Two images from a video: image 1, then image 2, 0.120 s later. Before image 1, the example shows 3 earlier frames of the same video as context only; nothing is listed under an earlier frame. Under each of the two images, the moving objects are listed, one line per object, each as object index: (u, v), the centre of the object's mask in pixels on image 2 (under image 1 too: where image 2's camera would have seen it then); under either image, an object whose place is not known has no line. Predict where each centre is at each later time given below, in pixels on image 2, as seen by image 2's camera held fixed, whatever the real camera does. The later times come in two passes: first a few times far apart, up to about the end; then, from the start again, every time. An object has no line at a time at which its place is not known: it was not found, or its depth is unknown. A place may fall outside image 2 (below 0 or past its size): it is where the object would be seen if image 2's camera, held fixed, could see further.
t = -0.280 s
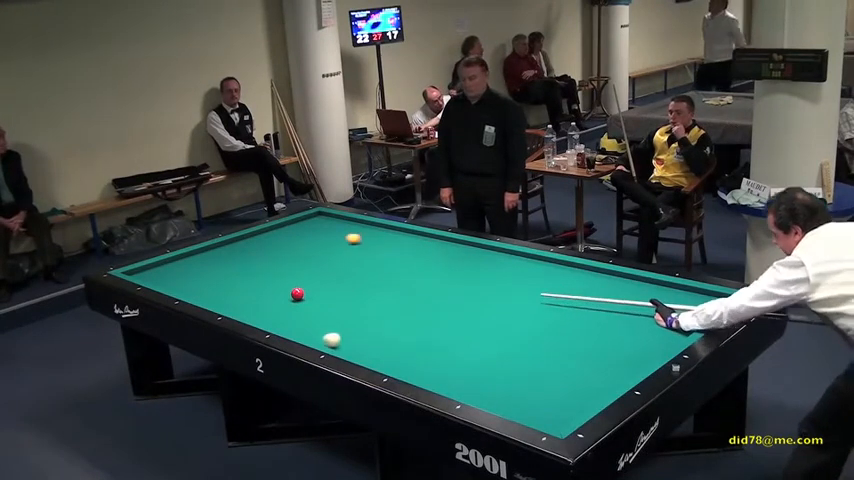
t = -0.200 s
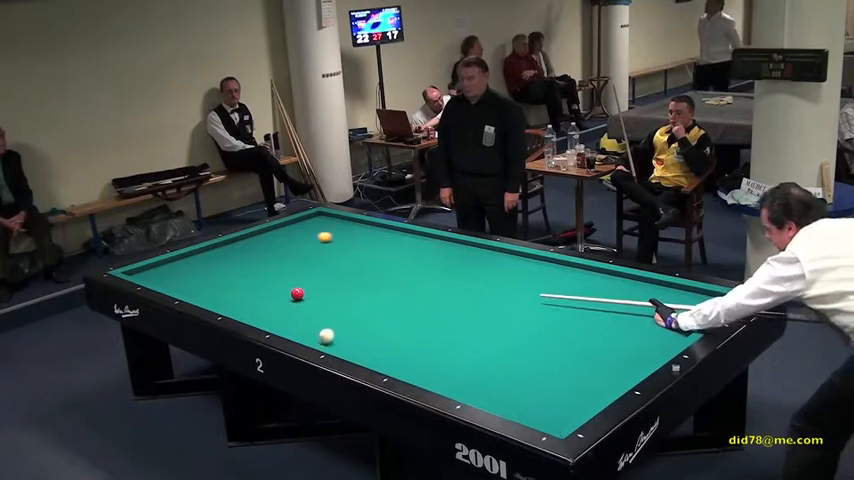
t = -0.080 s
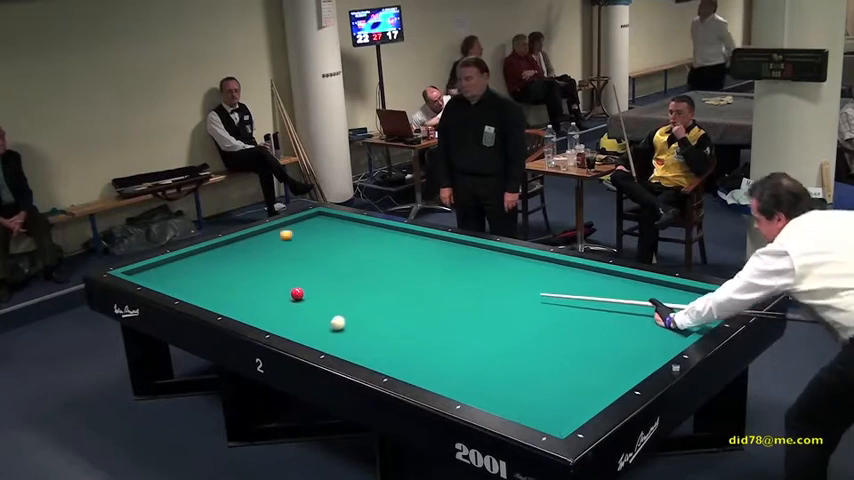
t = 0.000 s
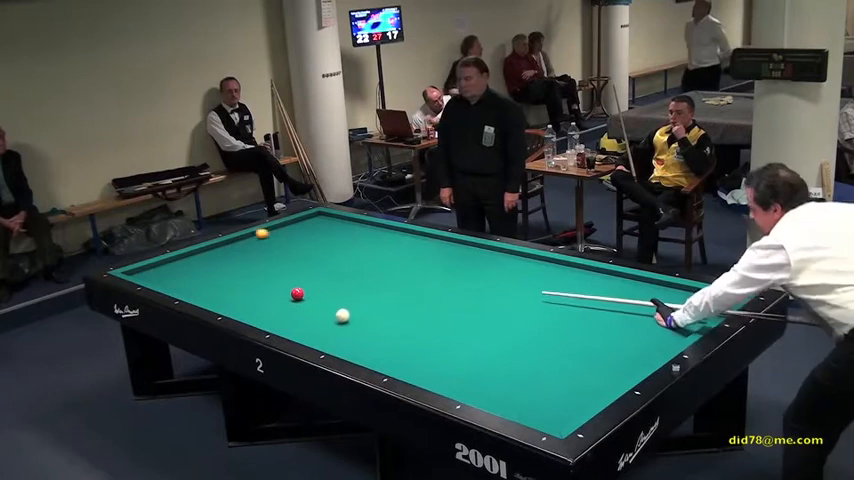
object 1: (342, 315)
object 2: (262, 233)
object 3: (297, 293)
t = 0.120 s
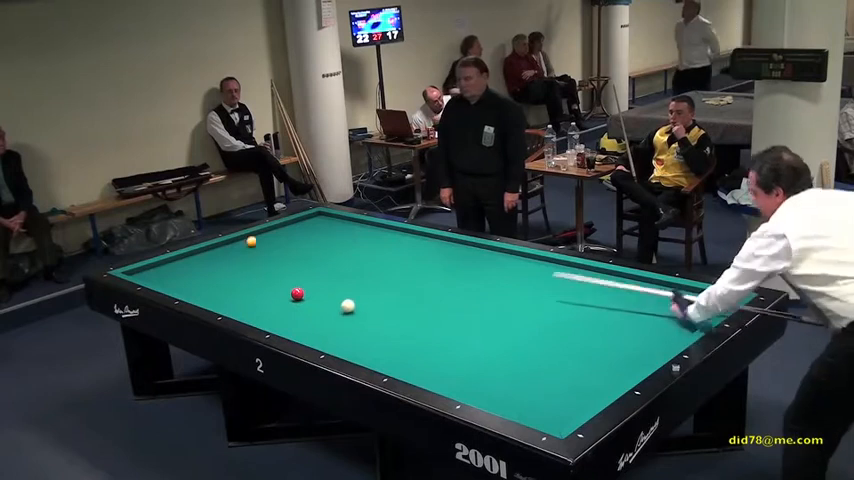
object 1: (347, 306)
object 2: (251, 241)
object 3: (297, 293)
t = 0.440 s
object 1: (361, 282)
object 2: (238, 273)
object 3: (297, 293)
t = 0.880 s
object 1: (376, 255)
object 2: (259, 304)
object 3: (297, 293)
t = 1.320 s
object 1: (389, 234)
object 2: (372, 306)
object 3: (297, 293)
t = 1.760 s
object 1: (366, 230)
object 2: (489, 307)
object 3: (297, 293)
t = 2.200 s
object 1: (332, 234)
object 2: (610, 309)
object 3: (297, 293)
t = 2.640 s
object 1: (299, 238)
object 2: (711, 305)
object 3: (297, 293)
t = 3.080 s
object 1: (268, 242)
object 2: (659, 291)
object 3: (297, 293)
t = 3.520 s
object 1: (239, 245)
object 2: (591, 291)
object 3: (297, 293)
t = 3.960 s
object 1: (210, 248)
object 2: (526, 291)
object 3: (297, 293)
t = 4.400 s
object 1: (195, 253)
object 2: (466, 292)
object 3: (297, 293)
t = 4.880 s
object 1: (186, 259)
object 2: (404, 292)
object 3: (297, 293)
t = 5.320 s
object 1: (178, 264)
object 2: (349, 292)
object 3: (297, 293)
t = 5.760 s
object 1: (171, 268)
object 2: (308, 292)
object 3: (288, 294)
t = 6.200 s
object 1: (165, 273)
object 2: (297, 289)
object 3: (257, 296)
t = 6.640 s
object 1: (159, 276)
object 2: (287, 287)
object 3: (228, 298)
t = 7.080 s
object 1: (155, 279)
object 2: (279, 285)
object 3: (205, 298)
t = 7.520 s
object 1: (153, 280)
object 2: (272, 284)
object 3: (206, 294)
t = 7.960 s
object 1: (156, 280)
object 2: (266, 282)
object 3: (207, 290)
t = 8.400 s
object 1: (158, 280)
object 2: (262, 282)
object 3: (208, 285)
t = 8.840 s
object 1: (158, 280)
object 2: (259, 281)
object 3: (209, 282)
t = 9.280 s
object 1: (158, 280)
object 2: (257, 281)
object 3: (210, 280)
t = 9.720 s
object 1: (158, 280)
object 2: (257, 281)
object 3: (211, 278)
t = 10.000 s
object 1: (159, 280)
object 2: (257, 281)
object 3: (212, 277)
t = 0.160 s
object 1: (349, 303)
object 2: (251, 245)
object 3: (297, 293)
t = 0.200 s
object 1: (351, 299)
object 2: (250, 249)
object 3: (297, 293)
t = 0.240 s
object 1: (353, 296)
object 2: (249, 253)
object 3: (297, 293)
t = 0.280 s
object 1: (354, 294)
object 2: (247, 257)
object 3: (297, 293)
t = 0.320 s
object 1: (356, 291)
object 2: (245, 261)
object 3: (297, 293)
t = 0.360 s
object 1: (358, 288)
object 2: (243, 265)
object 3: (297, 293)
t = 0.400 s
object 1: (359, 285)
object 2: (241, 268)
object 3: (297, 293)
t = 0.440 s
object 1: (361, 282)
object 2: (238, 273)
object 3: (297, 293)
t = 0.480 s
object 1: (362, 280)
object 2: (236, 277)
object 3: (297, 293)
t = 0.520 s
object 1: (364, 277)
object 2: (234, 281)
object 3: (297, 293)
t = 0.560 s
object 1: (366, 274)
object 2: (231, 285)
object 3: (297, 293)
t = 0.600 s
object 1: (367, 272)
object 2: (229, 289)
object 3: (297, 293)
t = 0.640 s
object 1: (368, 270)
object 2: (226, 294)
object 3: (297, 293)
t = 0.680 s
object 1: (369, 267)
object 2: (224, 298)
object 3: (297, 293)
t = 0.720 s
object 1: (371, 265)
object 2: (221, 302)
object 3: (297, 293)
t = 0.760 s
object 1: (372, 262)
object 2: (225, 305)
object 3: (297, 293)
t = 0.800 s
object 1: (374, 260)
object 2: (237, 305)
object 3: (297, 293)
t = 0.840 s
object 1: (375, 258)
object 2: (248, 305)
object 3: (297, 293)
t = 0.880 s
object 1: (376, 255)
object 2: (259, 304)
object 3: (297, 293)
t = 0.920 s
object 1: (377, 253)
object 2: (269, 305)
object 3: (297, 293)
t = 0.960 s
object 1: (379, 251)
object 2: (279, 305)
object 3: (297, 293)
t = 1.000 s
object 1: (379, 249)
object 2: (290, 305)
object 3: (297, 293)
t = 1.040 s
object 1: (381, 247)
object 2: (300, 305)
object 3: (297, 292)
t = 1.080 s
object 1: (382, 245)
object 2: (311, 305)
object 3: (297, 293)
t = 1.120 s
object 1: (383, 243)
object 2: (321, 305)
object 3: (297, 293)
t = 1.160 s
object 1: (384, 241)
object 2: (331, 305)
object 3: (297, 293)
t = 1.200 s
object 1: (385, 239)
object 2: (341, 305)
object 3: (297, 293)
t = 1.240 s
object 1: (386, 237)
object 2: (352, 305)
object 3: (297, 293)
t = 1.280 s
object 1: (387, 235)
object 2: (362, 305)
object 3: (297, 293)
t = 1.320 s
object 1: (389, 234)
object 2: (372, 306)
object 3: (297, 293)
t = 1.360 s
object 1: (389, 232)
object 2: (383, 306)
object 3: (297, 293)
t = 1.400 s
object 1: (390, 230)
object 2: (393, 306)
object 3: (297, 293)
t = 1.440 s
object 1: (391, 228)
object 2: (404, 306)
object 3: (297, 293)
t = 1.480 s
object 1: (389, 228)
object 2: (414, 306)
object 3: (297, 293)
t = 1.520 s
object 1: (385, 228)
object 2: (425, 307)
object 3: (297, 293)
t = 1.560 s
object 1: (382, 229)
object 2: (435, 306)
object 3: (297, 293)
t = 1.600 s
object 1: (378, 229)
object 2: (446, 307)
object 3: (297, 293)
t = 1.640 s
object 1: (375, 230)
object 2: (457, 307)
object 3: (297, 293)
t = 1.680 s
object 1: (372, 230)
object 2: (467, 307)
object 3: (297, 293)
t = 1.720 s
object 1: (369, 230)
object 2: (478, 307)
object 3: (297, 293)
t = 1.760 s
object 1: (366, 230)
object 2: (489, 307)
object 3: (297, 293)
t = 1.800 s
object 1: (363, 231)
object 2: (500, 307)
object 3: (297, 293)
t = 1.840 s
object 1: (359, 231)
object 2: (511, 308)
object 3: (297, 293)
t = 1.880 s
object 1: (357, 232)
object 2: (522, 308)
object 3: (297, 293)
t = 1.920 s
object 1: (353, 232)
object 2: (532, 308)
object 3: (297, 293)
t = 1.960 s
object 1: (350, 232)
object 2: (543, 308)
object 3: (297, 293)
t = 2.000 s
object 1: (347, 233)
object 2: (555, 308)
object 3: (297, 293)
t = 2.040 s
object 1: (344, 233)
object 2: (566, 308)
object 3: (297, 293)
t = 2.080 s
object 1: (341, 233)
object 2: (577, 308)
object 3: (297, 293)
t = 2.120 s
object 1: (338, 234)
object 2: (588, 309)
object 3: (297, 293)
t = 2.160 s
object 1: (335, 234)
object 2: (599, 309)
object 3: (297, 293)
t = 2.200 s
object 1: (332, 234)
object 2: (610, 309)
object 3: (297, 293)
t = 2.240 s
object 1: (329, 235)
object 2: (621, 309)
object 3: (297, 293)
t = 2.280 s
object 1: (326, 235)
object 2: (632, 309)
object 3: (297, 293)
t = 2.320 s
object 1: (323, 235)
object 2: (644, 310)
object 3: (297, 293)
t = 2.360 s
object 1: (320, 236)
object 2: (655, 310)
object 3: (297, 293)
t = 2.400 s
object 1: (317, 236)
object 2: (666, 310)
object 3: (297, 293)
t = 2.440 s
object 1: (314, 236)
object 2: (677, 310)
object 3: (297, 293)
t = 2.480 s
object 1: (311, 237)
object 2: (688, 310)
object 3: (297, 293)
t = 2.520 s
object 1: (308, 237)
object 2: (700, 310)
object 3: (297, 293)
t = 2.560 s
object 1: (305, 237)
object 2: (711, 310)
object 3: (297, 293)
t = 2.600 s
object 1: (302, 238)
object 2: (714, 308)
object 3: (297, 293)
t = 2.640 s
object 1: (299, 238)
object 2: (711, 305)
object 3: (297, 293)
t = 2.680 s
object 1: (296, 238)
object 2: (707, 302)
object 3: (297, 293)
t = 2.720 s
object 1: (293, 239)
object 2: (705, 299)
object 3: (297, 293)
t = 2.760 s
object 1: (290, 239)
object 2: (703, 296)
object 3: (297, 293)
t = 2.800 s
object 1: (288, 239)
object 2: (701, 293)
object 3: (297, 293)
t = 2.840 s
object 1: (285, 240)
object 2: (698, 291)
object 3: (297, 293)
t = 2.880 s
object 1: (282, 240)
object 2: (691, 291)
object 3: (297, 293)
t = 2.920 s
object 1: (279, 240)
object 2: (684, 291)
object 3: (297, 293)
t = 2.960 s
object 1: (276, 241)
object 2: (678, 291)
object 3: (297, 293)
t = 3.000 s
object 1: (274, 241)
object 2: (671, 291)
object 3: (297, 293)
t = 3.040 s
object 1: (271, 241)
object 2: (665, 291)
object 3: (297, 293)
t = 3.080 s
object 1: (268, 242)
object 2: (659, 291)
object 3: (297, 293)
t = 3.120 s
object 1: (265, 242)
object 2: (652, 291)
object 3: (297, 293)
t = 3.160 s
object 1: (263, 242)
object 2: (646, 291)
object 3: (297, 293)
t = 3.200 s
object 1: (260, 242)
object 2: (640, 291)
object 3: (297, 293)
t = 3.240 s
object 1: (257, 243)
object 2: (633, 291)
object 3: (297, 293)
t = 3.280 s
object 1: (254, 243)
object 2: (627, 291)
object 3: (297, 293)
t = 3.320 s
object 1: (252, 243)
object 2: (621, 291)
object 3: (297, 293)
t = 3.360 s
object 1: (249, 244)
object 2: (615, 291)
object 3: (297, 293)
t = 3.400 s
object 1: (246, 244)
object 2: (609, 291)
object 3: (297, 293)
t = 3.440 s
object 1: (244, 244)
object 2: (603, 291)
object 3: (297, 293)
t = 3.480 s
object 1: (241, 245)
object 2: (597, 291)
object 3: (297, 293)
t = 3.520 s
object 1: (239, 245)
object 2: (591, 291)
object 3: (297, 293)
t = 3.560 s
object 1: (236, 245)
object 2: (585, 291)
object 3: (297, 293)
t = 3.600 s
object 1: (233, 246)
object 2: (579, 292)
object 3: (297, 293)
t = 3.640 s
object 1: (231, 246)
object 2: (573, 292)
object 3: (297, 293)
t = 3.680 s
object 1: (228, 246)
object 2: (567, 291)
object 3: (297, 293)
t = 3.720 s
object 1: (225, 246)
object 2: (561, 291)
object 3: (297, 293)
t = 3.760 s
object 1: (223, 247)
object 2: (555, 292)
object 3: (297, 293)
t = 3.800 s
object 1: (220, 247)
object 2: (549, 292)
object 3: (297, 293)
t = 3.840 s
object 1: (218, 247)
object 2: (544, 291)
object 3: (297, 293)
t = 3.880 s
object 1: (215, 248)
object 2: (538, 291)
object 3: (297, 293)
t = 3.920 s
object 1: (213, 248)
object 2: (532, 291)
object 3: (297, 293)
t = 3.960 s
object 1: (210, 248)
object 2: (526, 291)
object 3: (297, 293)
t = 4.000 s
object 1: (208, 248)
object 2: (521, 292)
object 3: (297, 293)
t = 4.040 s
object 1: (205, 249)
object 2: (515, 292)
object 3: (297, 293)
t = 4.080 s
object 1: (202, 249)
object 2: (510, 292)
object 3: (297, 293)
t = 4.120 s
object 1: (201, 249)
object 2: (504, 292)
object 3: (297, 293)
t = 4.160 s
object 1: (200, 250)
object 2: (498, 292)
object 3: (297, 293)
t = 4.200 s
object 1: (199, 250)
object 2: (493, 292)
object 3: (297, 293)
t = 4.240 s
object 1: (198, 251)
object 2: (487, 292)
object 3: (297, 293)
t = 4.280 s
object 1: (198, 251)
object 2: (482, 292)
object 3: (297, 293)
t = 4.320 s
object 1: (197, 252)
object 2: (477, 292)
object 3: (297, 293)
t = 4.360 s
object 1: (196, 252)
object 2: (471, 292)
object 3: (297, 293)
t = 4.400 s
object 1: (195, 253)
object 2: (466, 292)
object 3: (297, 293)
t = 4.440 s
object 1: (194, 253)
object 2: (460, 292)
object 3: (297, 293)
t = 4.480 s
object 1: (194, 254)
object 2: (455, 292)
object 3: (297, 293)
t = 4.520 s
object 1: (193, 254)
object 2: (450, 292)
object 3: (297, 293)
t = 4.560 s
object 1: (192, 255)
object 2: (445, 292)
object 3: (297, 293)
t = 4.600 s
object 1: (191, 255)
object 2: (439, 292)
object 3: (297, 293)
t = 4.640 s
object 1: (191, 256)
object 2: (434, 292)
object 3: (297, 293)
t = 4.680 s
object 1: (190, 256)
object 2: (429, 292)
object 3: (297, 293)
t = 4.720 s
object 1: (189, 257)
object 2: (423, 292)
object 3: (297, 293)
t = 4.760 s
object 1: (188, 257)
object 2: (419, 292)
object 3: (297, 293)
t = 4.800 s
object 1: (187, 257)
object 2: (413, 292)
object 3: (297, 293)
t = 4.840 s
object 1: (187, 258)
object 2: (408, 292)
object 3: (297, 293)
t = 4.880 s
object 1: (186, 259)
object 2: (404, 292)
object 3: (297, 293)
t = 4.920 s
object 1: (185, 259)
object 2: (398, 292)
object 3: (297, 293)
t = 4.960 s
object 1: (184, 260)
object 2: (393, 292)
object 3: (297, 293)
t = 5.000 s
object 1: (184, 260)
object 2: (388, 292)
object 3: (297, 293)
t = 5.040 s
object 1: (183, 261)
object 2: (383, 292)
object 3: (297, 293)
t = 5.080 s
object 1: (182, 261)
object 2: (379, 292)
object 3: (297, 293)
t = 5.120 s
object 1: (182, 262)
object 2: (373, 292)
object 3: (297, 293)
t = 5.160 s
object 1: (181, 262)
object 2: (369, 292)
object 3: (297, 293)
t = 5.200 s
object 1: (180, 263)
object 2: (364, 292)
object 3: (297, 293)
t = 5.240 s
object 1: (179, 263)
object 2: (359, 292)
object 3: (297, 293)
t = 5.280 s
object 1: (179, 263)
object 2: (354, 292)
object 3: (297, 293)
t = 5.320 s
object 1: (178, 264)
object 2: (349, 292)
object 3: (297, 293)
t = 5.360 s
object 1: (178, 264)
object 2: (345, 292)
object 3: (297, 293)
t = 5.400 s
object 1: (177, 265)
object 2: (340, 292)
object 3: (297, 293)
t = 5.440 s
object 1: (176, 265)
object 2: (335, 292)
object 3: (297, 293)
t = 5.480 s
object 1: (175, 266)
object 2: (331, 293)
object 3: (297, 293)
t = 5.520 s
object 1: (175, 266)
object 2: (326, 292)
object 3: (297, 293)
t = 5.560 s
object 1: (174, 267)
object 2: (321, 292)
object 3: (297, 293)
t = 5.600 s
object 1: (173, 267)
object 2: (317, 293)
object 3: (297, 293)
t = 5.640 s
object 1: (173, 267)
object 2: (312, 292)
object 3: (297, 293)
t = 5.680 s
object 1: (172, 268)
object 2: (310, 292)
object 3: (295, 293)
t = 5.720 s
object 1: (172, 268)
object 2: (309, 292)
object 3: (292, 293)
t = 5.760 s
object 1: (171, 268)
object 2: (308, 292)
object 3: (288, 294)
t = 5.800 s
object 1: (170, 269)
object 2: (307, 292)
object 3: (285, 294)
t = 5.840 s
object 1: (170, 269)
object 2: (305, 291)
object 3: (282, 294)
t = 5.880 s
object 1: (169, 270)
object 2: (305, 291)
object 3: (279, 294)
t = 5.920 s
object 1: (168, 270)
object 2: (304, 291)
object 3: (277, 294)
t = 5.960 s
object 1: (168, 270)
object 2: (303, 291)
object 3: (274, 295)
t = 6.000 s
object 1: (167, 271)
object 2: (302, 290)
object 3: (271, 295)
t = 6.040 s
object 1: (167, 271)
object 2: (301, 290)
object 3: (268, 295)
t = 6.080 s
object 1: (166, 272)
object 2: (300, 290)
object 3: (265, 295)
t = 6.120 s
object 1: (166, 272)
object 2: (298, 290)
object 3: (263, 295)
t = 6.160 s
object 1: (165, 272)
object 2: (297, 289)
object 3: (260, 296)
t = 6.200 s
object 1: (165, 273)
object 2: (297, 289)
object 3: (257, 296)
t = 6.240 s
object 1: (164, 273)
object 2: (296, 289)
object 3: (254, 296)
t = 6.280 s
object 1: (163, 273)
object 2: (295, 288)
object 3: (252, 296)
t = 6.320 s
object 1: (163, 274)
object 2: (294, 289)
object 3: (249, 296)
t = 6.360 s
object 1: (162, 274)
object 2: (293, 288)
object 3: (246, 297)
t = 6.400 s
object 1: (162, 274)
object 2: (292, 288)
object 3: (244, 297)
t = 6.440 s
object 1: (161, 275)
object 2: (291, 288)
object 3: (241, 297)
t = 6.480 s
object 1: (161, 275)
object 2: (290, 288)
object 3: (239, 297)
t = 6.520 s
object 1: (160, 275)
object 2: (290, 288)
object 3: (236, 297)
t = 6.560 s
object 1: (160, 276)
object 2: (289, 288)
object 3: (234, 298)
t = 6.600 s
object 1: (160, 276)
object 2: (288, 287)
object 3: (231, 298)
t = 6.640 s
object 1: (159, 276)
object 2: (287, 287)
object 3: (228, 298)
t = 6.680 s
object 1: (159, 277)
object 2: (286, 287)
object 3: (226, 298)
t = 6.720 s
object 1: (158, 277)
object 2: (285, 287)
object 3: (223, 298)
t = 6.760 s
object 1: (158, 278)
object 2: (284, 287)
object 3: (221, 299)
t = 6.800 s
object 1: (157, 278)
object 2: (284, 287)
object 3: (218, 298)
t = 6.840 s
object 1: (157, 278)
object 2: (283, 286)
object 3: (216, 298)
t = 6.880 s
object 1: (157, 278)
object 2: (282, 286)
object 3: (213, 299)
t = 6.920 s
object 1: (156, 278)
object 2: (282, 286)
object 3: (211, 299)
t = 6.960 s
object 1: (156, 279)
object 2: (281, 286)
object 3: (209, 299)
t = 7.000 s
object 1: (155, 279)
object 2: (280, 286)
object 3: (206, 298)
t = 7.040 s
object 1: (155, 279)
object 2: (280, 286)
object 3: (205, 298)
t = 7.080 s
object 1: (155, 279)
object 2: (279, 285)
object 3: (205, 298)
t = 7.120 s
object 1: (154, 279)
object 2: (278, 285)
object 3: (205, 298)
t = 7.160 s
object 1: (154, 280)
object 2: (278, 285)
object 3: (205, 298)
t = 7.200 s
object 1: (154, 280)
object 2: (277, 285)
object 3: (205, 297)
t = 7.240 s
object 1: (153, 280)
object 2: (276, 285)
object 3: (205, 297)
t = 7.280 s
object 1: (153, 280)
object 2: (276, 285)
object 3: (205, 297)
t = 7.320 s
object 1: (153, 280)
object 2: (275, 284)
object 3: (205, 296)
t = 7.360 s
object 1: (152, 280)
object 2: (274, 284)
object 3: (206, 296)
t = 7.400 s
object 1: (152, 280)
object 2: (274, 284)
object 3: (206, 295)
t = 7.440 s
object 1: (152, 280)
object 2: (273, 284)
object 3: (205, 295)
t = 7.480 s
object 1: (153, 280)
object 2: (272, 284)
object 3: (206, 294)
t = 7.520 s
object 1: (153, 280)
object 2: (272, 284)
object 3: (206, 294)
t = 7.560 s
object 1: (153, 280)
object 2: (271, 284)
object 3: (206, 294)
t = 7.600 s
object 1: (154, 280)
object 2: (271, 283)
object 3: (206, 294)
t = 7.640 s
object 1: (154, 280)
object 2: (271, 284)
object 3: (206, 293)
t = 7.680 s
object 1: (154, 280)
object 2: (270, 283)
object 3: (206, 293)
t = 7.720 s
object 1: (155, 280)
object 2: (269, 283)
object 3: (206, 292)
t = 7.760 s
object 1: (155, 280)
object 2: (269, 283)
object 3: (207, 292)
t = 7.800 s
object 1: (155, 280)
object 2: (268, 283)
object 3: (207, 291)
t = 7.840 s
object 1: (155, 280)
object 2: (268, 283)
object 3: (207, 291)
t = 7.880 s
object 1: (156, 280)
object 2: (267, 283)
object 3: (207, 290)
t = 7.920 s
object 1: (156, 280)
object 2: (267, 283)
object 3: (207, 290)
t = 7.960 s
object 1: (156, 280)
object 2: (266, 282)
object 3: (207, 290)
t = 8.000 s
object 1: (156, 280)
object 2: (266, 282)
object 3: (207, 289)
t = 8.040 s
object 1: (157, 280)
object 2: (265, 282)
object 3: (207, 288)
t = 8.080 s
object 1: (157, 280)
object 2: (265, 282)
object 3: (207, 288)
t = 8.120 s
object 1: (157, 280)
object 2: (265, 282)
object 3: (208, 288)
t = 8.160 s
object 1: (157, 280)
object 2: (264, 282)
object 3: (208, 287)
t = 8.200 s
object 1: (157, 280)
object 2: (264, 282)
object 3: (208, 287)
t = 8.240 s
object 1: (158, 280)
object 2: (263, 282)
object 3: (208, 287)
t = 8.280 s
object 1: (158, 280)
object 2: (263, 282)
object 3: (208, 287)
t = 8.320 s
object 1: (158, 280)
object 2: (263, 282)
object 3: (208, 286)
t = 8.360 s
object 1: (158, 280)
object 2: (263, 282)
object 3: (208, 286)
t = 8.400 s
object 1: (158, 280)
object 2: (262, 282)
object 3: (208, 285)
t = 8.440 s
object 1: (158, 280)
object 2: (262, 282)
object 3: (208, 285)
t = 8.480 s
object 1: (158, 280)
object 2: (262, 282)
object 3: (209, 285)
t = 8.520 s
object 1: (158, 280)
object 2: (262, 282)
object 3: (209, 285)
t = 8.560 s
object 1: (158, 280)
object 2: (261, 282)
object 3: (209, 284)
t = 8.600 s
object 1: (158, 280)
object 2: (261, 281)
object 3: (209, 284)
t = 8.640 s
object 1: (158, 280)
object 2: (260, 281)
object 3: (209, 284)
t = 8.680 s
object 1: (158, 280)
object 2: (260, 281)
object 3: (209, 283)
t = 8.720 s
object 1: (158, 280)
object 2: (260, 281)
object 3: (209, 283)
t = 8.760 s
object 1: (159, 280)
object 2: (259, 281)
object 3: (209, 283)
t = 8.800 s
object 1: (159, 280)
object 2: (259, 281)
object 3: (209, 283)
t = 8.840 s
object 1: (158, 280)
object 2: (259, 281)
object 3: (209, 282)
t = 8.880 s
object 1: (158, 280)
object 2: (259, 281)
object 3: (210, 282)
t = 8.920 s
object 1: (158, 280)
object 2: (259, 281)
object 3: (210, 282)
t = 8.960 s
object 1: (158, 280)
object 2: (258, 281)
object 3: (210, 282)
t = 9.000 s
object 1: (158, 280)
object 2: (258, 281)
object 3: (210, 281)
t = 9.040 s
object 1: (158, 280)
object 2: (258, 281)
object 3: (210, 281)
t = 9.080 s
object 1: (158, 280)
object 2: (258, 281)
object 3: (210, 281)
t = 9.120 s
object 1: (158, 280)
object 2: (257, 281)
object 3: (210, 281)
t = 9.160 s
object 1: (158, 280)
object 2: (257, 281)
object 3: (210, 281)
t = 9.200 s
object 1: (158, 280)
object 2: (257, 281)
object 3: (210, 280)
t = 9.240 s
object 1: (158, 280)
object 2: (257, 281)
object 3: (210, 280)
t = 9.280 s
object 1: (158, 280)
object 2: (257, 281)
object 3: (210, 280)
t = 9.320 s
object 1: (158, 280)
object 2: (257, 281)
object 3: (210, 280)
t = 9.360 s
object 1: (158, 280)
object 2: (257, 281)
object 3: (210, 280)
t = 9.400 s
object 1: (158, 280)
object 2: (257, 281)
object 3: (211, 280)
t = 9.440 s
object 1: (158, 280)
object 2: (257, 281)
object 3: (211, 279)
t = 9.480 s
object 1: (158, 280)
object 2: (257, 281)
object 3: (211, 279)
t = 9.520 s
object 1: (158, 280)
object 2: (257, 281)
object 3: (211, 279)
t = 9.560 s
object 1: (158, 280)
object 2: (257, 281)
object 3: (211, 279)
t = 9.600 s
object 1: (158, 280)
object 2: (257, 281)
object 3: (211, 279)
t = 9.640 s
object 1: (158, 280)
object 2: (257, 281)
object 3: (211, 278)
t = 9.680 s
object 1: (158, 280)
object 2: (257, 281)
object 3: (211, 278)
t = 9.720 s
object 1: (158, 280)
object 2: (257, 281)
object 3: (211, 278)
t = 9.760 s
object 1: (158, 280)
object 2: (257, 281)
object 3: (211, 278)
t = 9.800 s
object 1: (158, 280)
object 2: (257, 281)
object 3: (211, 278)
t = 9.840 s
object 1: (158, 280)
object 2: (257, 281)
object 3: (211, 278)
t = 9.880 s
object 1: (158, 280)
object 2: (257, 281)
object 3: (212, 277)
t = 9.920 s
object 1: (158, 280)
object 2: (257, 281)
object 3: (212, 277)
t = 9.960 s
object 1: (158, 280)
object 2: (257, 281)
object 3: (212, 277)
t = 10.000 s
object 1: (159, 280)
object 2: (257, 281)
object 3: (212, 277)
